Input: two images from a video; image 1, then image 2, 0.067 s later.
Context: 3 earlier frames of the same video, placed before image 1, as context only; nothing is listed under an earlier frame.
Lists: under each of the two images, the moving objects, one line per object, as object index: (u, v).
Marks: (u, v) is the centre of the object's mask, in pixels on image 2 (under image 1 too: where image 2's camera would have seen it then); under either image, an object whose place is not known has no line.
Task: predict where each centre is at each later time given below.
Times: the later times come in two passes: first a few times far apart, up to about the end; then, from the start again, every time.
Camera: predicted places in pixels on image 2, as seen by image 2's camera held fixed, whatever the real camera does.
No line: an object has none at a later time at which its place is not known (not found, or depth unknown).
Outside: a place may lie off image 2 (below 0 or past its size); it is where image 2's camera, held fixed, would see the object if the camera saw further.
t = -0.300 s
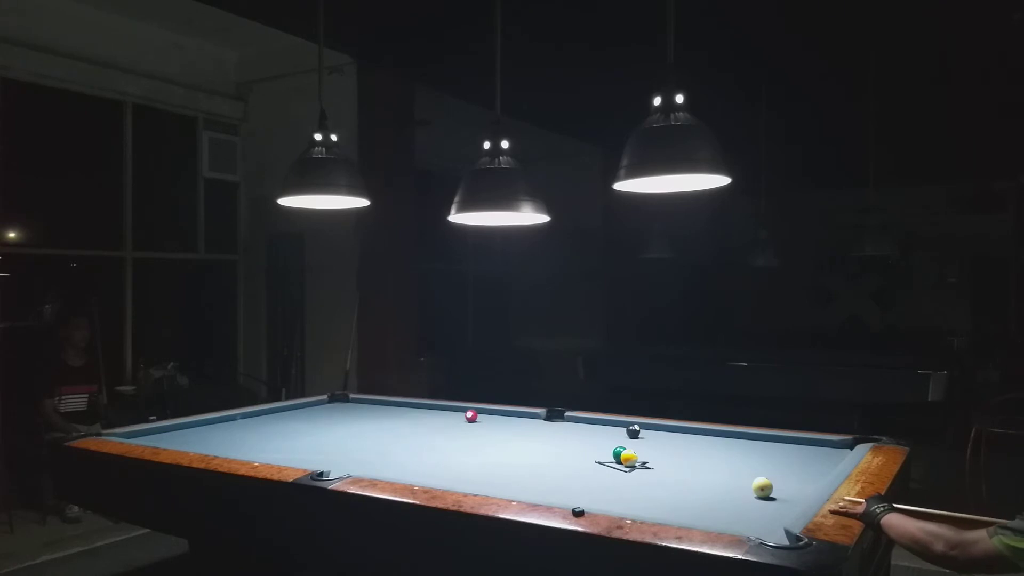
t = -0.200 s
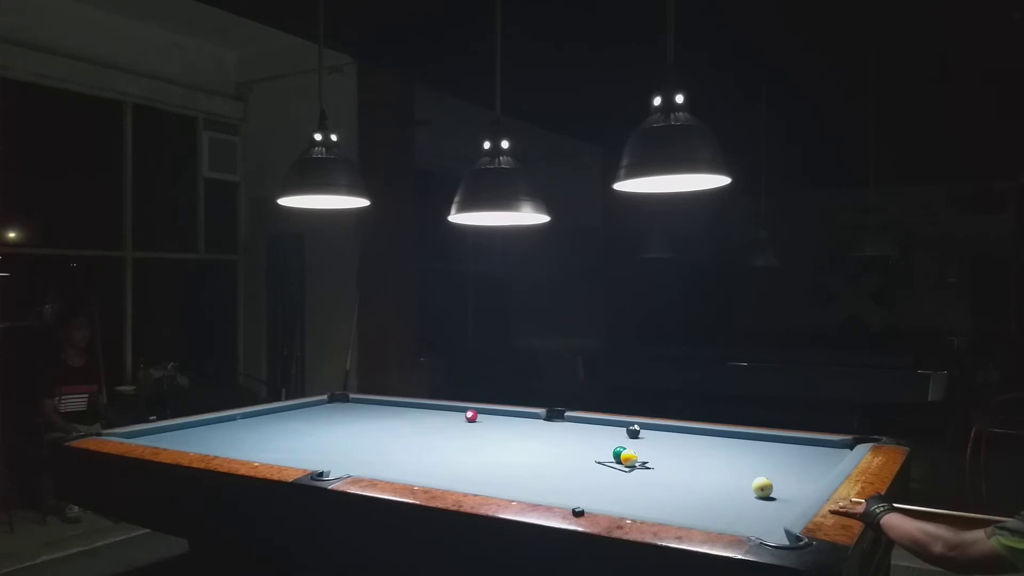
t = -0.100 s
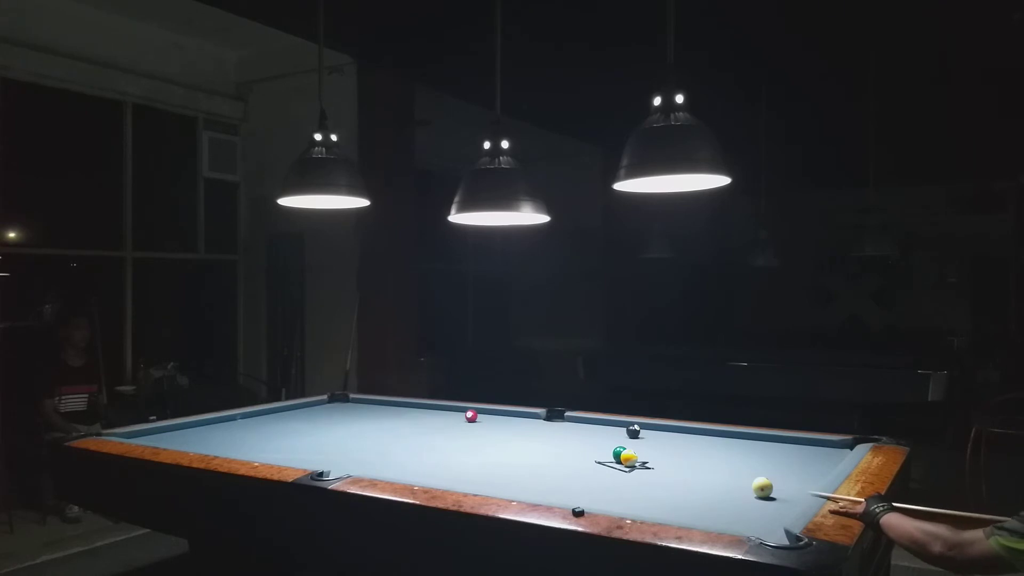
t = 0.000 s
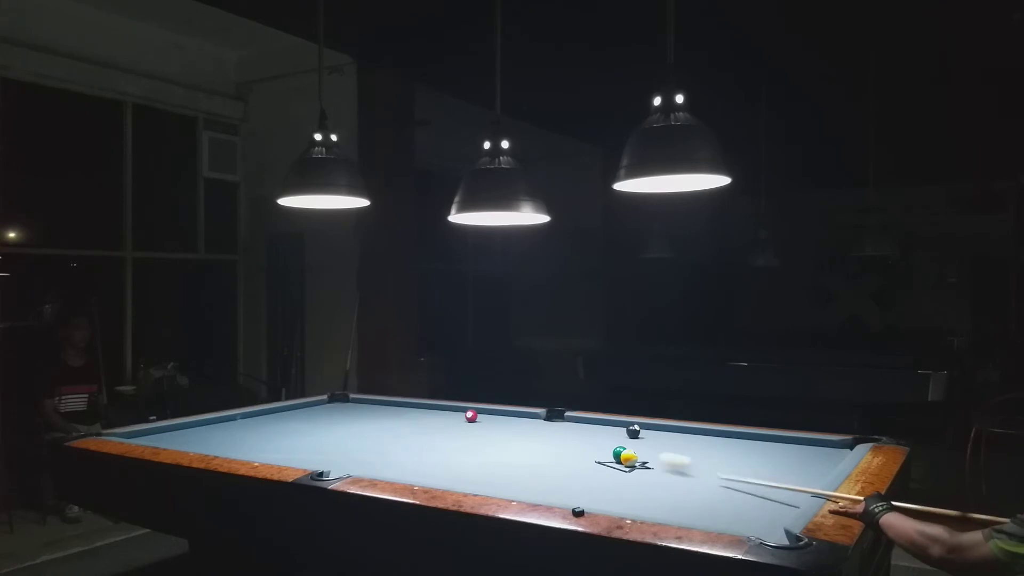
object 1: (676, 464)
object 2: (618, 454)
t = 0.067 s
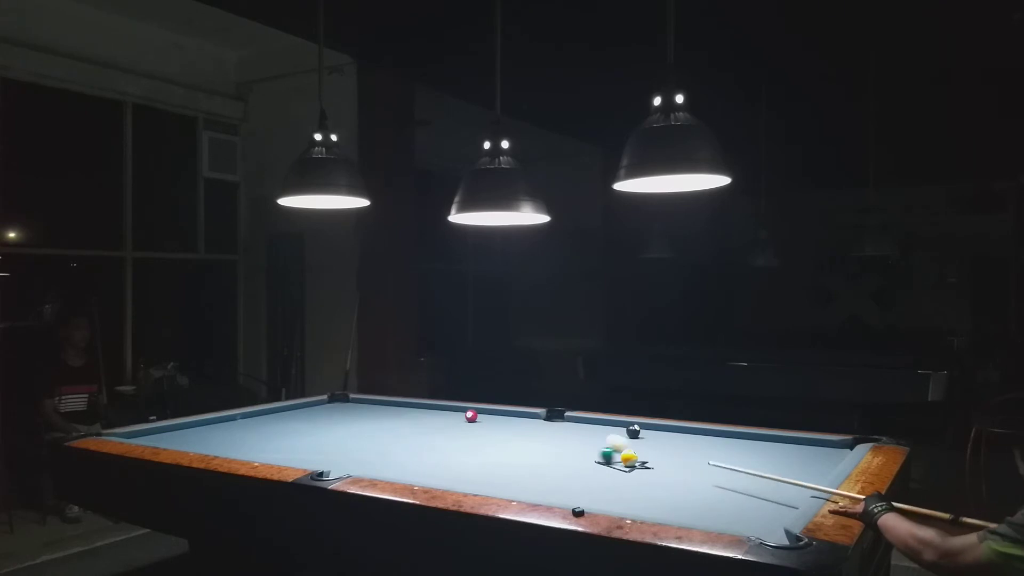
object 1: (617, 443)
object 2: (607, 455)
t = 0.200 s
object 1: (556, 416)
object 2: (559, 458)
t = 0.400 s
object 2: (494, 461)
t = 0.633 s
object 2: (417, 466)
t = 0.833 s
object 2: (350, 468)
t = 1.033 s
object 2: (332, 464)
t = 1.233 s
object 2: (328, 458)
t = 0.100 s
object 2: (594, 456)
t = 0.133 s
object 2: (581, 457)
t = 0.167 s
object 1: (569, 421)
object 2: (570, 458)
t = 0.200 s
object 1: (556, 416)
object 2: (559, 458)
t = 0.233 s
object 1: (557, 414)
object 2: (548, 459)
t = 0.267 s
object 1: (561, 419)
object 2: (537, 459)
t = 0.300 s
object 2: (526, 460)
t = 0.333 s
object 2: (516, 461)
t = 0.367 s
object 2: (505, 461)
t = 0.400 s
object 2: (494, 461)
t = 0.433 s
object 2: (483, 462)
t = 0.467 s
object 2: (472, 463)
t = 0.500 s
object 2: (461, 464)
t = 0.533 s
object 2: (450, 464)
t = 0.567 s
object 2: (439, 465)
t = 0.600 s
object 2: (428, 465)
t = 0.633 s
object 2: (417, 466)
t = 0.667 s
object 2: (406, 467)
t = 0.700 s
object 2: (395, 467)
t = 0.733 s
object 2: (383, 467)
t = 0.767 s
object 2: (372, 467)
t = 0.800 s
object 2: (361, 467)
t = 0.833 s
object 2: (350, 468)
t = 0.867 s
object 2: (339, 469)
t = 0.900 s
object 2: (334, 468)
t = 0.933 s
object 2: (334, 467)
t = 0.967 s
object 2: (333, 467)
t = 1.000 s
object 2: (332, 465)
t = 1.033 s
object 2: (332, 464)
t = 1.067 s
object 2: (331, 463)
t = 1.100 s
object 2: (330, 461)
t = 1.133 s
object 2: (330, 461)
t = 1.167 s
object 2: (329, 459)
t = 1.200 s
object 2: (329, 459)
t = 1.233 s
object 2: (328, 458)
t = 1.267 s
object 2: (328, 457)
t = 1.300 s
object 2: (327, 455)
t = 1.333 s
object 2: (327, 454)
